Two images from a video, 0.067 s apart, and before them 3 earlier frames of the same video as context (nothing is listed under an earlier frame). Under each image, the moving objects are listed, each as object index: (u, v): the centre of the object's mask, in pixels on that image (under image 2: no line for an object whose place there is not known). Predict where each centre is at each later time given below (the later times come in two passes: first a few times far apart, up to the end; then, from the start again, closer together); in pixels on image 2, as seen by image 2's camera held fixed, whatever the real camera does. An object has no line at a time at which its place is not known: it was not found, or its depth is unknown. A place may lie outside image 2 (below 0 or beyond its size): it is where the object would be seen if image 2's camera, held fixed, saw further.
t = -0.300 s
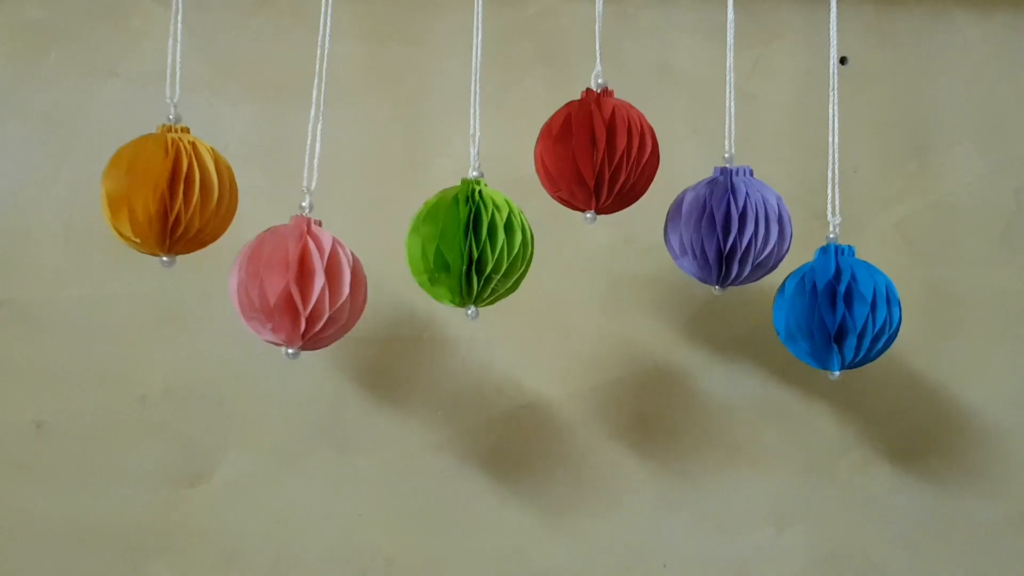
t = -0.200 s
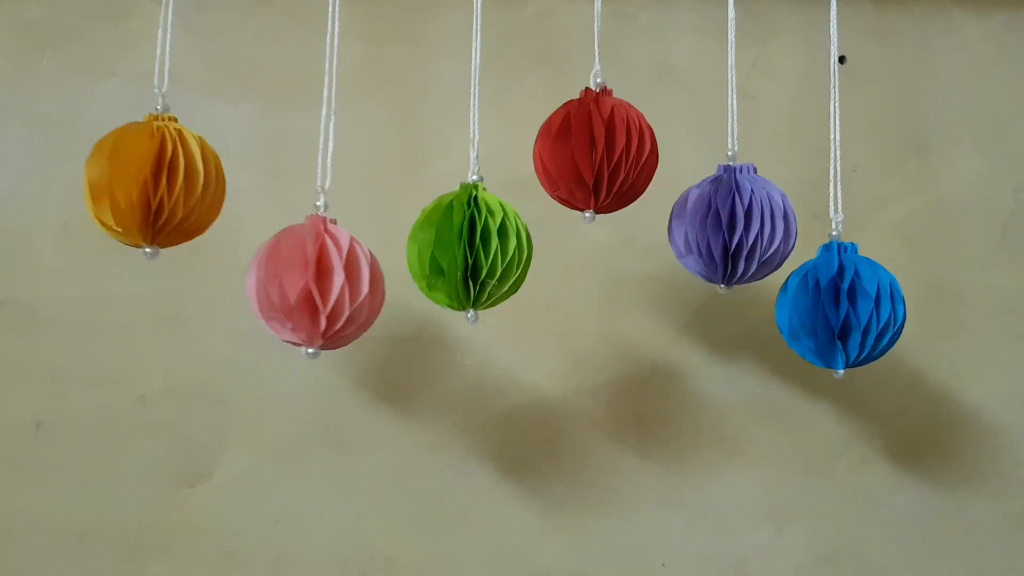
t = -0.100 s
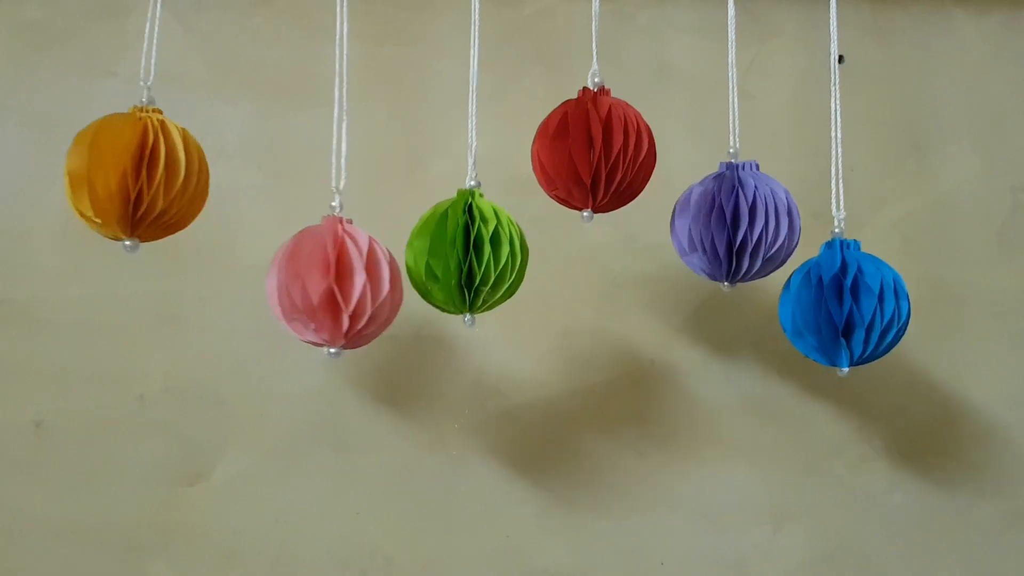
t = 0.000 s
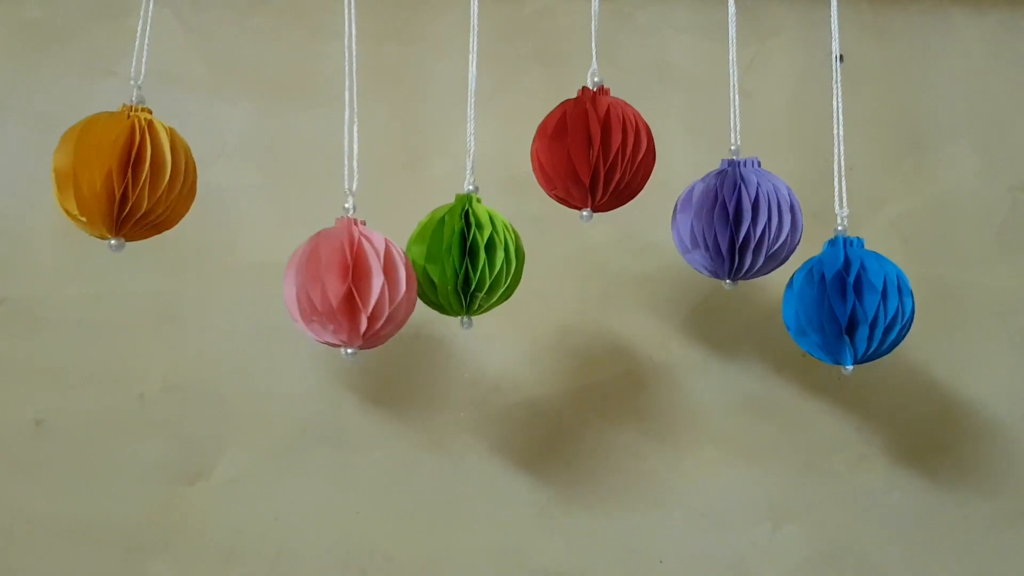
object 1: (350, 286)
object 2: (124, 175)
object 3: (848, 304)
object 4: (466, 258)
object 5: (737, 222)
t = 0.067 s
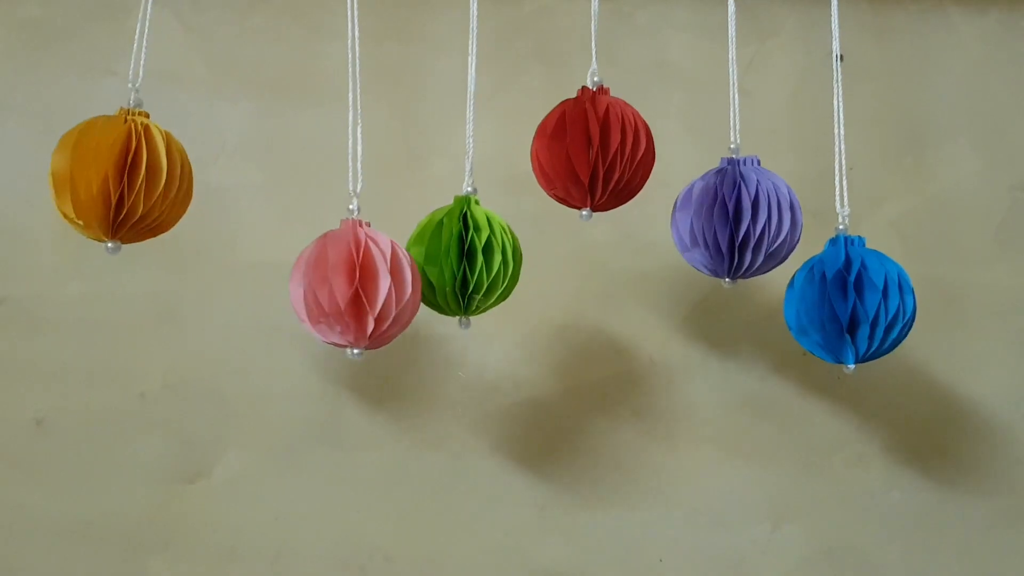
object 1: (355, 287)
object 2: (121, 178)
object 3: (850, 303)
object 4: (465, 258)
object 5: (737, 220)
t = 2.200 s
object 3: (850, 301)
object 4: (466, 258)
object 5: (734, 218)
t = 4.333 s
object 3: (843, 302)
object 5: (726, 220)
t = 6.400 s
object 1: (318, 289)
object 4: (465, 252)
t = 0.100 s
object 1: (356, 288)
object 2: (121, 181)
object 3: (850, 303)
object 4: (465, 259)
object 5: (736, 220)
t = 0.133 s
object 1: (356, 289)
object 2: (122, 184)
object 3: (851, 303)
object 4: (464, 259)
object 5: (735, 220)
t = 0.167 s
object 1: (355, 289)
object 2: (125, 186)
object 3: (851, 302)
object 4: (463, 259)
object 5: (734, 219)
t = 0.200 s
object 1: (352, 290)
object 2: (127, 189)
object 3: (850, 303)
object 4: (462, 259)
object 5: (732, 220)
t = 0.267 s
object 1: (344, 291)
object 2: (136, 194)
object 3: (849, 304)
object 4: (460, 258)
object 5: (729, 220)
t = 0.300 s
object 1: (340, 291)
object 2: (141, 196)
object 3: (848, 304)
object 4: (459, 258)
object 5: (727, 221)
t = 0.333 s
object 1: (334, 291)
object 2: (146, 198)
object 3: (847, 305)
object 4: (459, 257)
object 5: (725, 221)
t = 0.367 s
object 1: (329, 292)
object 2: (152, 199)
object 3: (846, 305)
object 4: (460, 256)
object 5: (724, 222)
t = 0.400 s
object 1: (323, 291)
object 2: (157, 200)
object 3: (844, 306)
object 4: (460, 255)
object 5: (723, 222)
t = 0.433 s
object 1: (317, 291)
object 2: (162, 200)
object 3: (843, 306)
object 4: (461, 253)
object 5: (722, 223)
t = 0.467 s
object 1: (312, 290)
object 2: (166, 201)
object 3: (841, 307)
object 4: (461, 252)
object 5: (721, 224)
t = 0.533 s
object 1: (302, 289)
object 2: (172, 200)
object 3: (838, 307)
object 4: (463, 248)
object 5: (721, 225)
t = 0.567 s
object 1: (299, 288)
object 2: (174, 199)
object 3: (837, 307)
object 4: (464, 246)
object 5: (722, 225)
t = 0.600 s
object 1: (296, 287)
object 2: (175, 198)
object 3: (836, 307)
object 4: (466, 244)
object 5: (722, 225)
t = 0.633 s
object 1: (295, 287)
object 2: (176, 197)
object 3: (835, 307)
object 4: (467, 243)
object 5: (724, 225)
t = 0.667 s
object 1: (294, 286)
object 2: (175, 195)
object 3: (835, 307)
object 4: (468, 242)
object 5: (725, 225)
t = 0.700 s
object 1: (295, 285)
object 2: (174, 192)
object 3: (835, 307)
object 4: (469, 242)
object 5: (727, 225)
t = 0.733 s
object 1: (296, 284)
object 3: (835, 307)
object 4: (470, 242)
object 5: (729, 225)
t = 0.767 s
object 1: (299, 284)
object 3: (835, 307)
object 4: (471, 242)
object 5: (731, 225)
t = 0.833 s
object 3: (837, 306)
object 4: (472, 245)
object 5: (735, 224)
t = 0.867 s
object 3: (838, 305)
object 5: (737, 223)
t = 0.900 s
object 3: (840, 305)
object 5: (738, 222)
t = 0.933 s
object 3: (842, 305)
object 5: (740, 222)
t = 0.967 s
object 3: (844, 304)
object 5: (740, 221)
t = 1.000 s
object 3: (845, 303)
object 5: (741, 221)
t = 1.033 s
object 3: (847, 303)
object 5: (741, 220)
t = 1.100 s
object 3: (851, 302)
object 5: (740, 219)
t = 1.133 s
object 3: (852, 302)
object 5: (739, 219)
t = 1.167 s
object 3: (853, 302)
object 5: (737, 219)
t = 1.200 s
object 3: (854, 302)
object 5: (736, 219)
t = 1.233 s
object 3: (854, 302)
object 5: (734, 219)
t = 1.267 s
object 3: (854, 302)
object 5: (732, 220)
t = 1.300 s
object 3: (854, 302)
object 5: (730, 220)
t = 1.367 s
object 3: (852, 303)
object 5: (727, 221)
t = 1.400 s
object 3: (851, 304)
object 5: (725, 222)
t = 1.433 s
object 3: (850, 304)
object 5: (725, 222)
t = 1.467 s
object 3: (848, 305)
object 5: (724, 223)
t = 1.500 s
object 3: (846, 305)
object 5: (724, 223)
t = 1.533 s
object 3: (845, 305)
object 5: (724, 224)
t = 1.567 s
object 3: (843, 306)
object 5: (724, 224)
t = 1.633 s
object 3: (839, 306)
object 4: (464, 247)
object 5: (725, 224)
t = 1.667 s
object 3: (838, 306)
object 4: (465, 245)
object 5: (726, 224)
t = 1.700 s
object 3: (837, 307)
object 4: (466, 244)
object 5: (728, 224)
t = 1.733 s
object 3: (836, 306)
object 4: (467, 243)
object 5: (730, 224)
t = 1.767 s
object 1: (297, 286)
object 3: (836, 306)
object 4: (468, 243)
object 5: (732, 224)
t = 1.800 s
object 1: (297, 286)
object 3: (835, 306)
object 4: (468, 243)
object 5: (733, 223)
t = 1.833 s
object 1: (297, 285)
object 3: (835, 306)
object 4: (469, 243)
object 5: (734, 223)
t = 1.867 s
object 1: (299, 284)
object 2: (158, 183)
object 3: (836, 306)
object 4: (469, 244)
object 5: (736, 223)
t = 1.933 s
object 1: (306, 283)
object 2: (146, 178)
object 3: (837, 305)
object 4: (470, 247)
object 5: (737, 221)
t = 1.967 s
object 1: (310, 283)
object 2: (141, 176)
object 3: (838, 304)
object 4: (470, 248)
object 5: (738, 221)
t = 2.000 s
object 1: (315, 282)
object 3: (840, 304)
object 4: (470, 250)
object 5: (738, 220)
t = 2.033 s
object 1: (320, 282)
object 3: (841, 303)
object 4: (469, 252)
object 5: (738, 219)
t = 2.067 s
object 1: (325, 282)
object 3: (843, 303)
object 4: (469, 253)
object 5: (738, 219)
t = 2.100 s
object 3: (845, 302)
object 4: (468, 255)
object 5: (737, 219)
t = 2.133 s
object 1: (335, 282)
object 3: (846, 302)
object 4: (467, 256)
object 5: (736, 219)
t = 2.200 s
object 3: (850, 301)
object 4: (466, 258)
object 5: (734, 218)
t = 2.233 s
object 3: (852, 301)
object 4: (465, 258)
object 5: (732, 219)
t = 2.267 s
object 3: (853, 301)
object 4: (465, 258)
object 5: (731, 219)
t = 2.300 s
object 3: (854, 301)
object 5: (729, 220)
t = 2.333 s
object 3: (854, 301)
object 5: (728, 220)
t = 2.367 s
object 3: (854, 302)
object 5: (727, 221)
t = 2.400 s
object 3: (854, 302)
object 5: (726, 222)
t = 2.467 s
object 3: (852, 303)
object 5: (725, 223)
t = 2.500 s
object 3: (851, 304)
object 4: (460, 257)
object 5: (724, 223)
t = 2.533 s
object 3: (849, 304)
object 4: (461, 256)
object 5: (724, 224)
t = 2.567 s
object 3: (847, 305)
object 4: (461, 255)
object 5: (724, 224)
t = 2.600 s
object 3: (846, 305)
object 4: (462, 253)
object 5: (725, 224)
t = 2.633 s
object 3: (844, 305)
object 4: (463, 252)
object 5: (727, 224)
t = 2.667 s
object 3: (843, 306)
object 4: (464, 251)
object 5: (728, 224)
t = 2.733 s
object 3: (839, 306)
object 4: (467, 248)
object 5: (730, 224)
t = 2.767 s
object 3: (838, 306)
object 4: (469, 247)
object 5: (732, 224)
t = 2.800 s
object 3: (837, 307)
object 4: (471, 247)
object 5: (734, 224)
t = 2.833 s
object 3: (836, 307)
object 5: (735, 224)
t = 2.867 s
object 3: (835, 307)
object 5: (737, 224)
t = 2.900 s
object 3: (835, 307)
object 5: (738, 223)
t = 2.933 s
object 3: (835, 307)
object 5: (739, 223)
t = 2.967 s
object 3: (836, 307)
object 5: (739, 222)
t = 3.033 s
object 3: (837, 306)
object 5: (739, 221)
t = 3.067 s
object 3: (838, 306)
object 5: (738, 221)
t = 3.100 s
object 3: (839, 305)
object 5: (737, 220)
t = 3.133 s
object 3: (841, 305)
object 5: (736, 220)
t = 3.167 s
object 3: (843, 305)
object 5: (735, 220)
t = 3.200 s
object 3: (844, 304)
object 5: (734, 220)
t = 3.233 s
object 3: (845, 304)
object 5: (732, 220)
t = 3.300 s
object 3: (848, 304)
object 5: (728, 221)
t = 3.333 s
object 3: (850, 303)
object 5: (727, 221)
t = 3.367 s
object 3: (851, 303)
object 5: (726, 222)
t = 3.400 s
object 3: (851, 303)
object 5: (725, 222)
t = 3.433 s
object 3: (852, 303)
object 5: (724, 223)
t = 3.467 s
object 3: (853, 303)
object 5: (724, 223)
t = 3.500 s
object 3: (853, 304)
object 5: (724, 224)
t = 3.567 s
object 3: (852, 304)
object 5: (724, 225)
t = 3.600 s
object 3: (851, 305)
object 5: (725, 225)
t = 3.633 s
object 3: (850, 305)
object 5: (726, 225)
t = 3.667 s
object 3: (848, 305)
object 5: (727, 225)
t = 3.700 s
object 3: (847, 305)
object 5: (729, 225)
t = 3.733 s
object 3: (845, 306)
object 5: (730, 225)
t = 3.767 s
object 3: (844, 306)
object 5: (732, 225)
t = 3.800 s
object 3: (842, 306)
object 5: (733, 224)
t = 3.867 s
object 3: (839, 307)
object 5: (736, 224)
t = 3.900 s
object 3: (837, 307)
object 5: (737, 223)
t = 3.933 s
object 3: (836, 307)
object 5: (737, 223)
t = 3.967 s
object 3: (835, 307)
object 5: (738, 223)
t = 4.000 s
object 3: (835, 307)
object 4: (479, 249)
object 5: (738, 222)
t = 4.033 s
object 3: (835, 307)
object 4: (480, 249)
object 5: (738, 222)
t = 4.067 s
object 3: (835, 306)
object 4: (480, 250)
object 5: (738, 221)
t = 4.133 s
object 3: (836, 306)
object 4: (478, 251)
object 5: (736, 221)
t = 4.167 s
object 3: (836, 305)
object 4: (477, 251)
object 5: (735, 220)
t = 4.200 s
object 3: (837, 305)
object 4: (475, 252)
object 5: (733, 220)
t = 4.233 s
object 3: (838, 304)
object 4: (473, 253)
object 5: (731, 220)
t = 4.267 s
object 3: (840, 303)
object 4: (470, 254)
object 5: (729, 220)
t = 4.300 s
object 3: (841, 303)
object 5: (728, 220)
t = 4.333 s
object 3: (843, 302)
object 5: (726, 220)
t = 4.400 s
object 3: (846, 301)
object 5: (724, 221)
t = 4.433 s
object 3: (848, 300)
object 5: (723, 221)
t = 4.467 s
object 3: (849, 300)
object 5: (723, 221)
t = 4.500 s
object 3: (850, 300)
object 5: (723, 221)
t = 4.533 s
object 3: (851, 300)
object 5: (724, 222)
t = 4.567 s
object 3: (852, 300)
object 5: (724, 222)
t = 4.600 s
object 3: (852, 300)
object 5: (725, 222)
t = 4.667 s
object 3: (851, 301)
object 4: (455, 255)
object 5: (727, 223)
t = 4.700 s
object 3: (850, 302)
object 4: (455, 255)
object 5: (729, 223)
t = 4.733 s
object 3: (849, 302)
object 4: (455, 254)
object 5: (730, 223)
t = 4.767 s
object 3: (847, 303)
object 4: (457, 254)
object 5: (731, 222)
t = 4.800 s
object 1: (326, 287)
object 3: (846, 303)
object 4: (460, 253)
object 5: (733, 222)
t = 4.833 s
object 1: (321, 287)
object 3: (844, 304)
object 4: (461, 252)
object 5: (734, 222)
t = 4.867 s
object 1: (317, 286)
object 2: (170, 190)
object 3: (842, 305)
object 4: (464, 252)
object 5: (735, 222)
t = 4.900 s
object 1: (313, 286)
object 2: (167, 188)
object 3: (840, 305)
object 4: (467, 251)
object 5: (736, 222)
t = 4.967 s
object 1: (307, 286)
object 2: (158, 185)
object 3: (838, 306)
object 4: (473, 250)
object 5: (737, 221)
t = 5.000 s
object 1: (304, 286)
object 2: (153, 183)
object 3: (836, 306)
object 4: (475, 249)
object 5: (737, 221)
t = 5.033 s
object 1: (302, 286)
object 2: (147, 181)
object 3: (834, 306)
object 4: (477, 249)
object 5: (736, 221)
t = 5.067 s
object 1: (301, 286)
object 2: (142, 180)
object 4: (478, 249)
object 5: (735, 220)
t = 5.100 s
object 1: (300, 286)
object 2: (138, 179)
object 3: (833, 306)
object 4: (480, 248)
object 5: (735, 220)
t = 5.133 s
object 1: (300, 286)
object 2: (133, 179)
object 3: (833, 306)
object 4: (480, 248)
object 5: (733, 220)
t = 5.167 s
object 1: (301, 286)
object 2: (130, 179)
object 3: (832, 305)
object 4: (480, 248)
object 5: (732, 220)
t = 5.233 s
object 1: (305, 286)
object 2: (126, 181)
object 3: (833, 304)
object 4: (478, 249)
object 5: (729, 219)
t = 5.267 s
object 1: (307, 286)
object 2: (125, 182)
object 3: (834, 304)
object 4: (476, 250)
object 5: (727, 219)
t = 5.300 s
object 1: (311, 286)
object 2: (125, 184)
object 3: (835, 303)
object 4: (474, 250)
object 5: (725, 219)
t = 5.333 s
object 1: (315, 286)
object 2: (127, 187)
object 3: (837, 303)
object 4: (472, 251)
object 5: (724, 219)
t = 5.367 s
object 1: (319, 286)
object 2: (130, 188)
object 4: (469, 252)
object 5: (723, 220)
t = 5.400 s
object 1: (323, 286)
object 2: (133, 190)
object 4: (466, 252)
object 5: (722, 220)
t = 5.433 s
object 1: (328, 286)
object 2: (138, 192)
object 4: (463, 253)
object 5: (721, 220)
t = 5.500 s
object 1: (335, 287)
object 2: (147, 195)
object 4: (458, 254)
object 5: (720, 221)
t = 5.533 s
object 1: (337, 287)
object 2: (152, 196)
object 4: (456, 255)
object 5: (721, 221)
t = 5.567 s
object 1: (340, 287)
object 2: (157, 197)
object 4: (455, 255)
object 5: (721, 222)
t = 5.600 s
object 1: (342, 287)
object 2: (162, 198)
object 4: (454, 254)
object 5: (723, 222)
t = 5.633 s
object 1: (342, 287)
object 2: (166, 198)
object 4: (454, 255)
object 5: (724, 222)
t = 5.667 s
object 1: (342, 287)
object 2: (169, 198)
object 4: (454, 255)
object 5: (725, 223)
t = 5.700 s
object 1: (340, 287)
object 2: (172, 198)
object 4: (454, 255)
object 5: (727, 223)
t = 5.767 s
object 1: (335, 287)
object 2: (175, 197)
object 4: (456, 256)
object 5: (730, 223)
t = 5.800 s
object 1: (332, 287)
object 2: (175, 196)
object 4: (458, 255)
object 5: (731, 223)
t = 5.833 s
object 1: (329, 287)
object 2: (174, 195)
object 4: (460, 255)
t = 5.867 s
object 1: (325, 287)
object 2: (172, 193)
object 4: (462, 254)
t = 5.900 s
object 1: (322, 287)
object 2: (170, 192)
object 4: (465, 254)
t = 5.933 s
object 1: (319, 287)
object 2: (167, 190)
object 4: (467, 253)
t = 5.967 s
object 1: (315, 287)
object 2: (163, 188)
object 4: (470, 253)
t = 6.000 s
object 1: (312, 287)
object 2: (158, 186)
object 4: (472, 252)
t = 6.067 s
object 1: (307, 287)
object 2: (147, 184)
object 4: (475, 250)
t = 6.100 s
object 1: (305, 288)
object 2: (142, 183)
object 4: (476, 250)
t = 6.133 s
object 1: (305, 288)
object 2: (137, 183)
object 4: (476, 250)
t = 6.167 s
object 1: (304, 288)
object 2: (134, 183)
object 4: (476, 250)
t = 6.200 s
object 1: (305, 288)
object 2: (131, 183)
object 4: (476, 250)
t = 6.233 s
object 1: (305, 289)
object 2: (128, 184)
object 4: (475, 250)
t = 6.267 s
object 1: (307, 289)
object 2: (126, 185)
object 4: (473, 250)
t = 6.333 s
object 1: (312, 290)
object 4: (470, 251)
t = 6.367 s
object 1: (315, 290)
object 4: (467, 252)
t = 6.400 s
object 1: (318, 289)
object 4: (465, 252)
